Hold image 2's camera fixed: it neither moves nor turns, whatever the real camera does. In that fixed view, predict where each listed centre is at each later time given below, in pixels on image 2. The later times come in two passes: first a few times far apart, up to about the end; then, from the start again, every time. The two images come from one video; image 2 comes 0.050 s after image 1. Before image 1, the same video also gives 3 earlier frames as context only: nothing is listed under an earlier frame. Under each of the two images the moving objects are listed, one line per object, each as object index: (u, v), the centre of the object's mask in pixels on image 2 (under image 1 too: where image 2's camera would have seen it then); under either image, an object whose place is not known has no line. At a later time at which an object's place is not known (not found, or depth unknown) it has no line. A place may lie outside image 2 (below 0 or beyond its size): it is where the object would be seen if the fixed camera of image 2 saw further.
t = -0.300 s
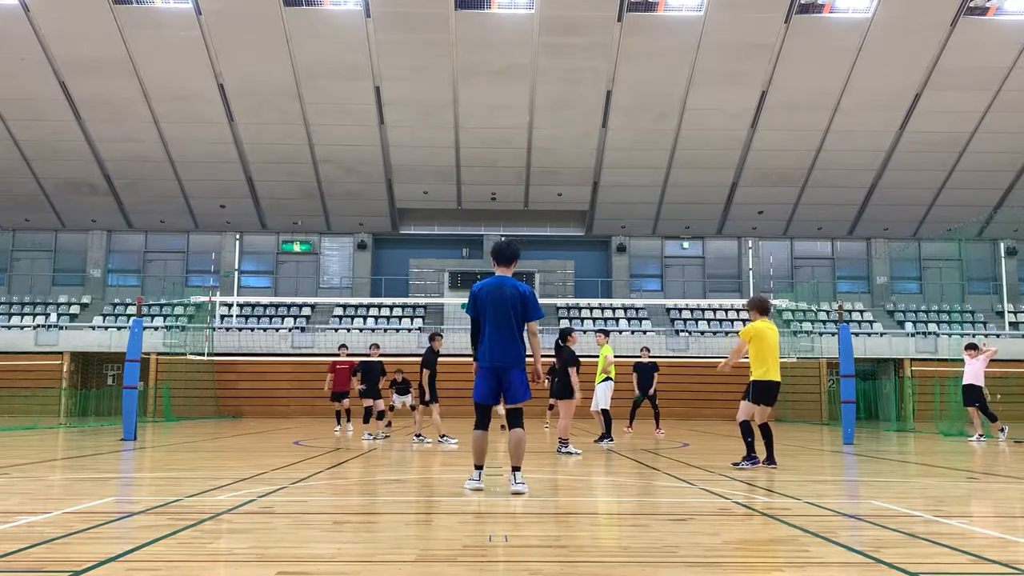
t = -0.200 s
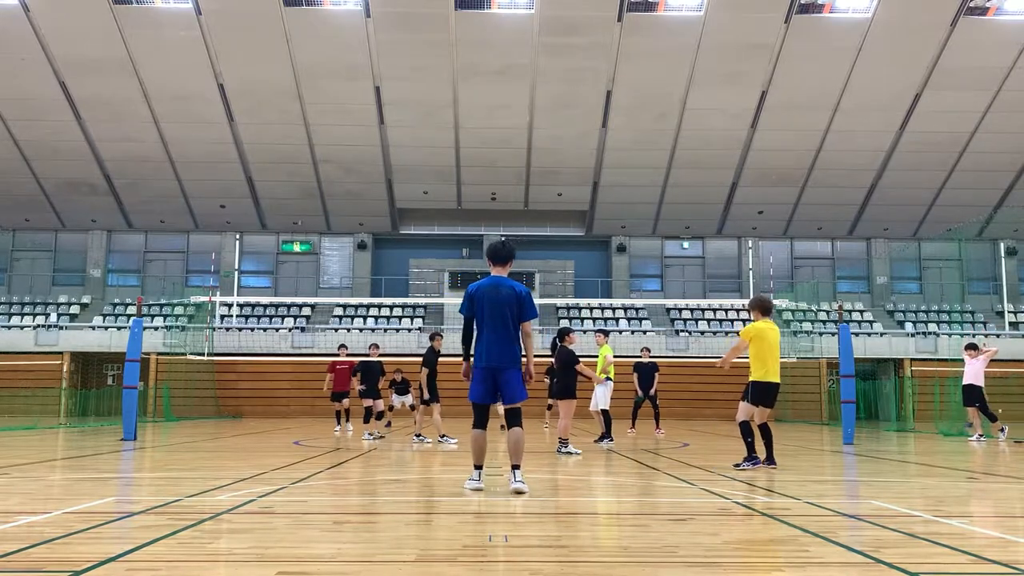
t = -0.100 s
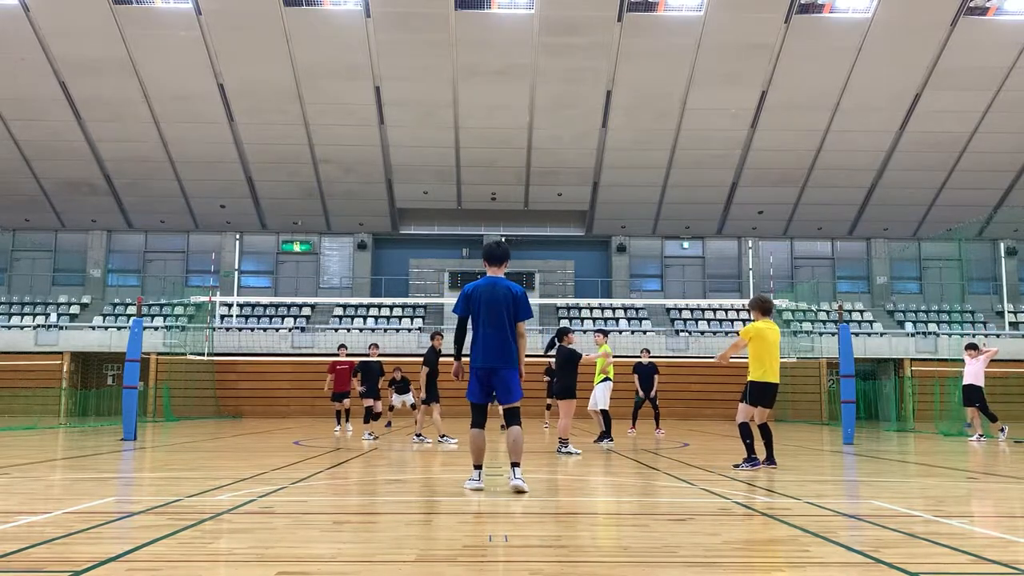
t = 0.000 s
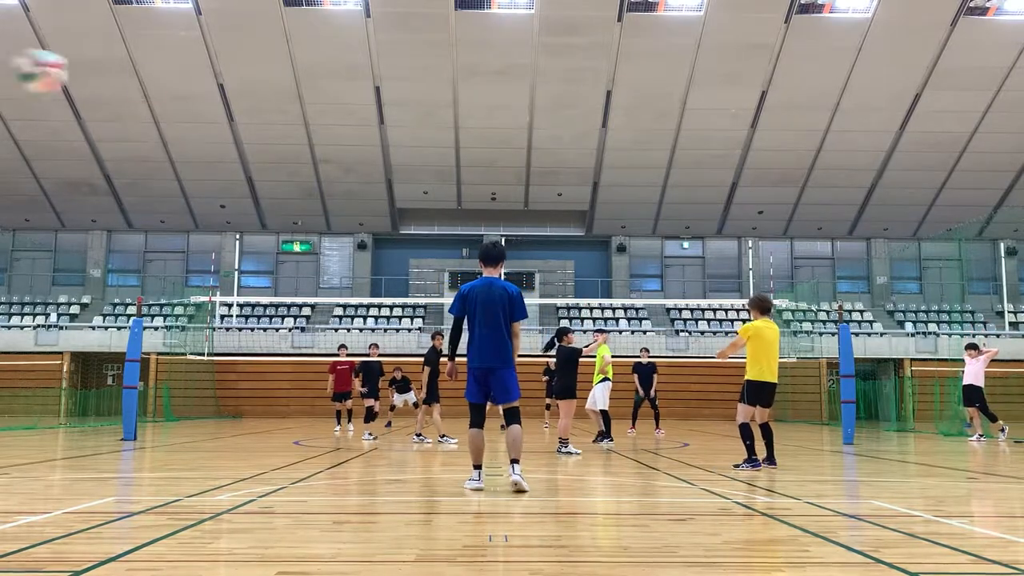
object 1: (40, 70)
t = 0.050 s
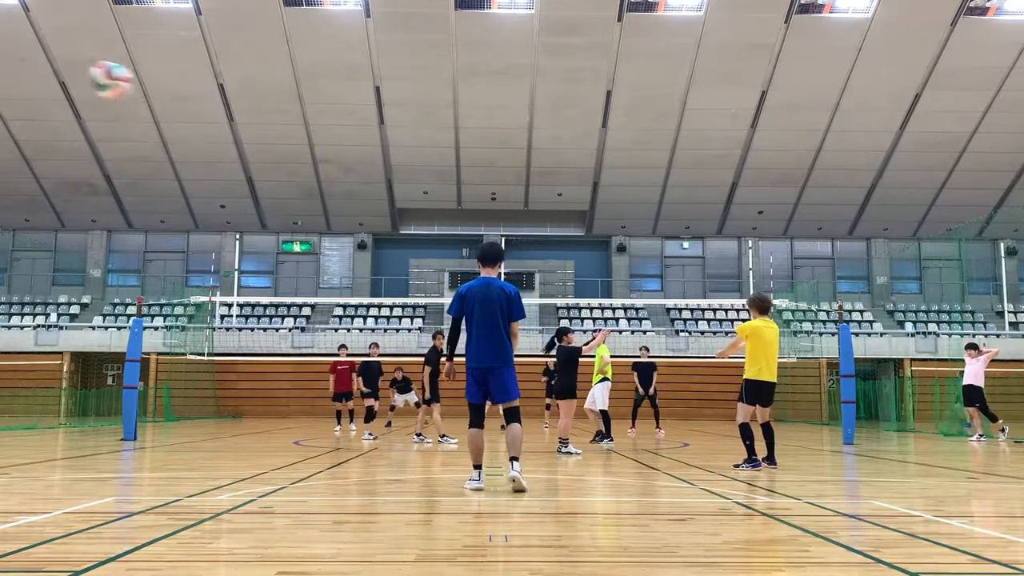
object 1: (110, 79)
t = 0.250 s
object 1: (253, 120)
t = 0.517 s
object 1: (334, 182)
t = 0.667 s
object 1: (359, 219)
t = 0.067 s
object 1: (130, 83)
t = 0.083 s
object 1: (147, 86)
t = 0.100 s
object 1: (162, 89)
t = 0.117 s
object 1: (176, 92)
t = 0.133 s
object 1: (188, 95)
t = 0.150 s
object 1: (200, 99)
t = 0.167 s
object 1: (211, 102)
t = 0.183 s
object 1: (221, 105)
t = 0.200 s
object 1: (230, 109)
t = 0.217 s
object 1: (238, 113)
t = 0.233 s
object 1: (246, 116)
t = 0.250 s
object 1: (253, 120)
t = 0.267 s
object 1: (260, 123)
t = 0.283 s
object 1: (266, 127)
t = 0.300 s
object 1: (273, 131)
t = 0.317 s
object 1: (279, 134)
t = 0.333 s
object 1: (284, 137)
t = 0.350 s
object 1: (291, 142)
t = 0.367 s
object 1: (296, 145)
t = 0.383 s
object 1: (301, 149)
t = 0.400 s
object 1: (305, 153)
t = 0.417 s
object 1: (310, 157)
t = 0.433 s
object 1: (315, 161)
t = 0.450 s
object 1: (319, 165)
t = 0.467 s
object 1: (323, 169)
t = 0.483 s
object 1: (327, 174)
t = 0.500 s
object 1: (330, 178)
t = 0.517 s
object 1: (334, 182)
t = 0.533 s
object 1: (338, 186)
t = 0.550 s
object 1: (341, 190)
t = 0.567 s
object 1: (344, 195)
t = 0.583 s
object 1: (347, 199)
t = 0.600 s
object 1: (349, 203)
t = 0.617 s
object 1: (352, 207)
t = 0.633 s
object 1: (354, 211)
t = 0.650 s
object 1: (357, 215)
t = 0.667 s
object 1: (359, 219)
